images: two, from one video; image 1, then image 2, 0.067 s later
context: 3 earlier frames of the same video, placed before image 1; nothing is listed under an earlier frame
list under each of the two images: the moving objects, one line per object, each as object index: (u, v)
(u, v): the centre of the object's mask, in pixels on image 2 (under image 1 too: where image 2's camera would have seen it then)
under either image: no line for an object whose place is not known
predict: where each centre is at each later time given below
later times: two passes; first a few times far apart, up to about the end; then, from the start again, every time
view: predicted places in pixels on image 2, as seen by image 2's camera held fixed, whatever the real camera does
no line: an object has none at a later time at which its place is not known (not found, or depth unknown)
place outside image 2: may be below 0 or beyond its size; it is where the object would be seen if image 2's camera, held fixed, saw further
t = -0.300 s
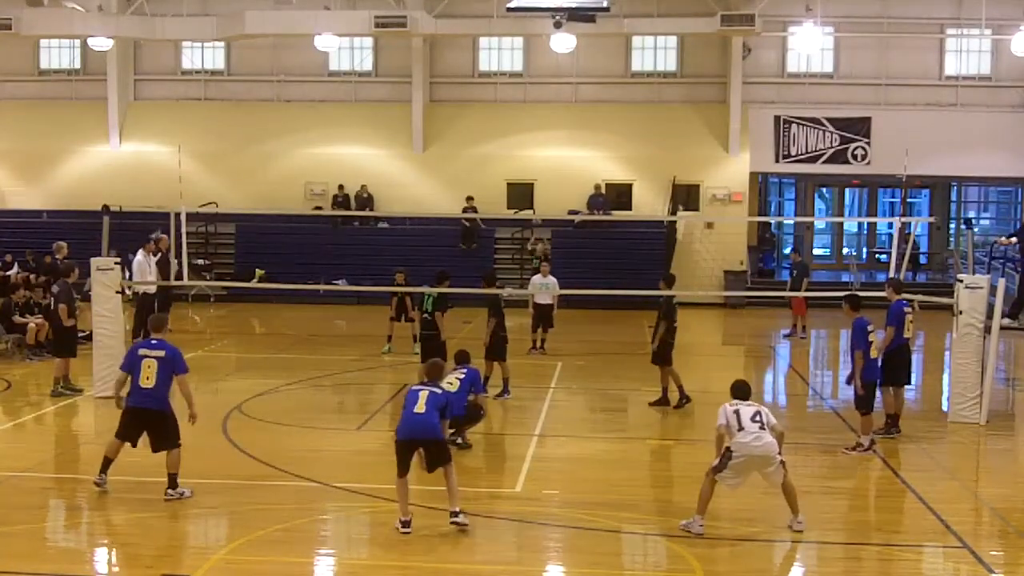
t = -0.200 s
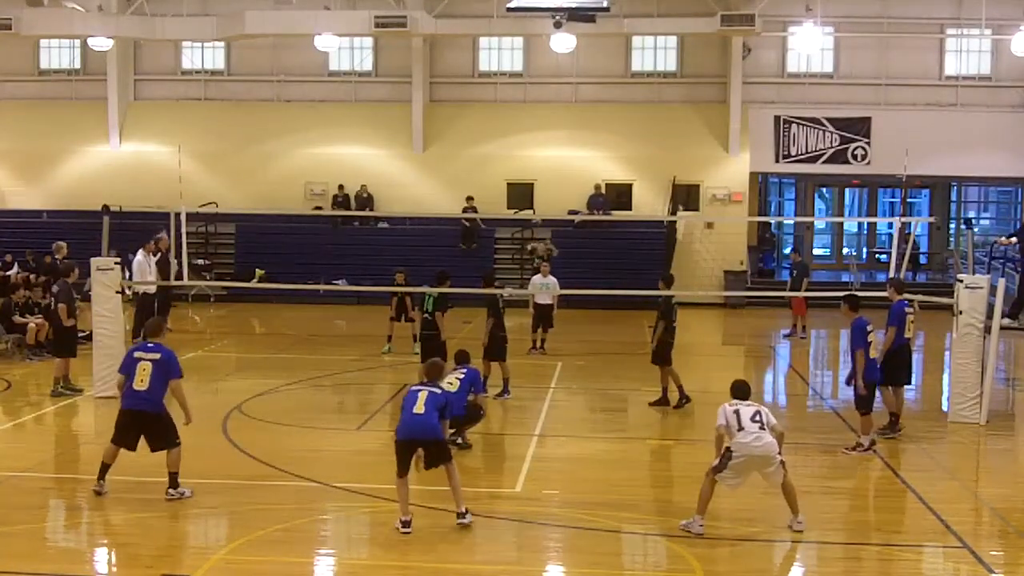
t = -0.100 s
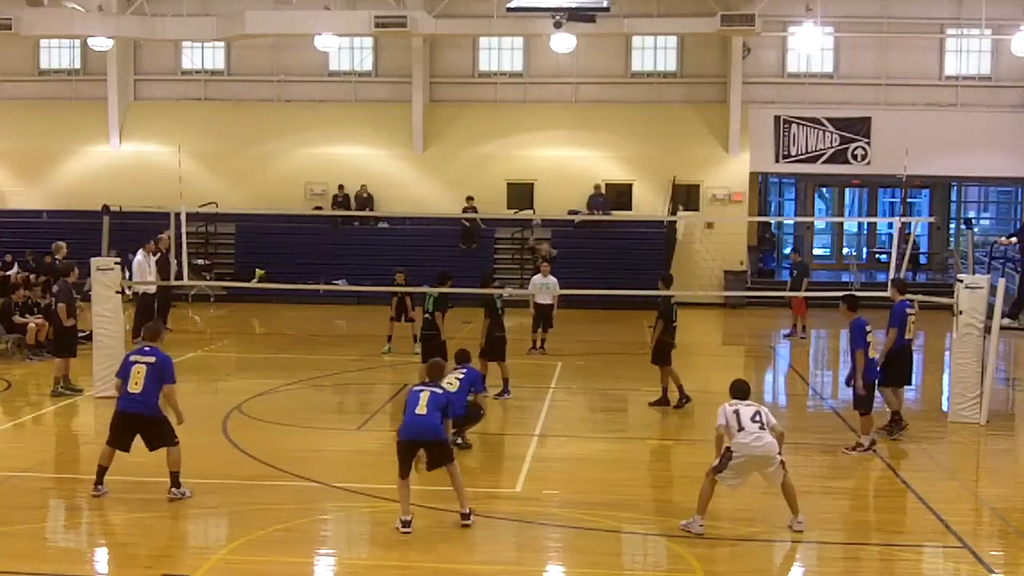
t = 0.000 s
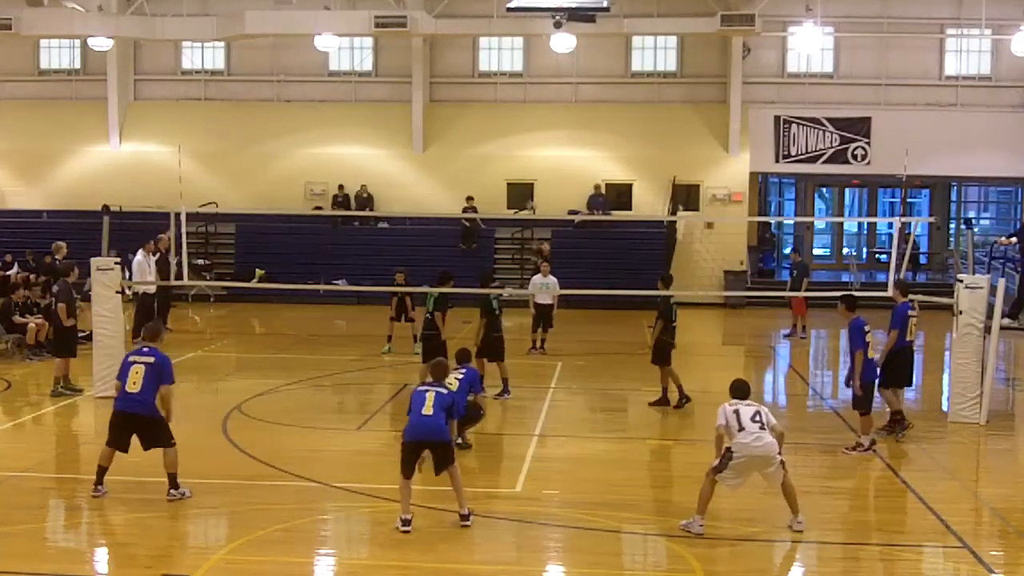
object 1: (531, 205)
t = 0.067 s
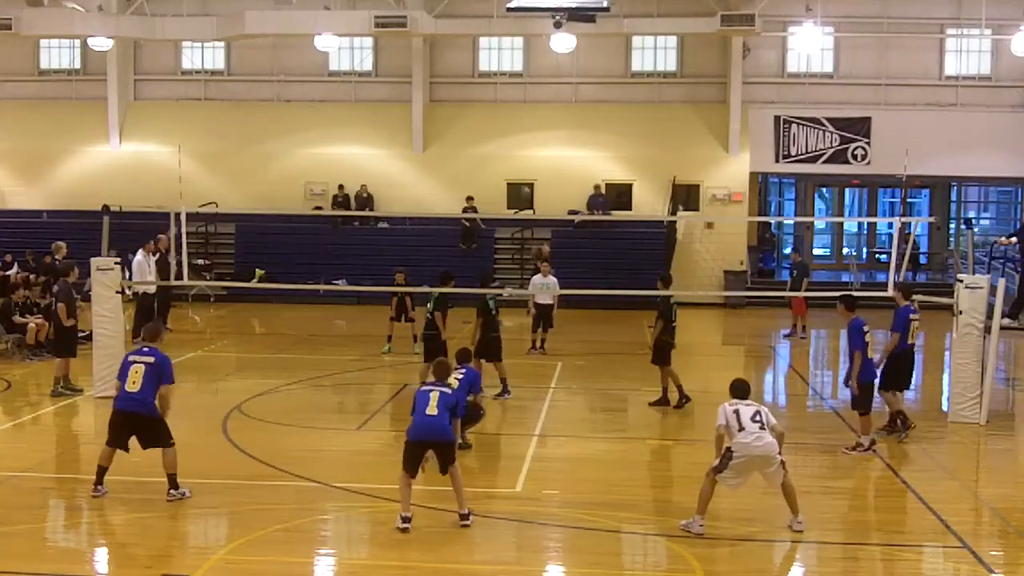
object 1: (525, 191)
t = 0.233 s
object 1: (507, 160)
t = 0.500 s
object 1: (463, 134)
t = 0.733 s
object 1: (409, 158)
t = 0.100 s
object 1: (522, 186)
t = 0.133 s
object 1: (518, 179)
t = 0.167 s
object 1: (515, 173)
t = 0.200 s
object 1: (511, 167)
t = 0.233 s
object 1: (507, 160)
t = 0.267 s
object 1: (503, 155)
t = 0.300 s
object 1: (498, 149)
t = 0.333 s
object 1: (493, 146)
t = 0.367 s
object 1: (488, 142)
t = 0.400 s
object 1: (482, 139)
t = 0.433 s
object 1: (476, 134)
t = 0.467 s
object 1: (470, 134)
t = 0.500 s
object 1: (463, 134)
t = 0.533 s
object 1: (457, 134)
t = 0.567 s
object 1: (450, 135)
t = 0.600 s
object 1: (442, 137)
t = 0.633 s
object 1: (436, 141)
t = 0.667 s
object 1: (427, 146)
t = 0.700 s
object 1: (418, 150)
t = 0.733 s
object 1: (409, 158)
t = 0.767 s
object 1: (400, 165)
